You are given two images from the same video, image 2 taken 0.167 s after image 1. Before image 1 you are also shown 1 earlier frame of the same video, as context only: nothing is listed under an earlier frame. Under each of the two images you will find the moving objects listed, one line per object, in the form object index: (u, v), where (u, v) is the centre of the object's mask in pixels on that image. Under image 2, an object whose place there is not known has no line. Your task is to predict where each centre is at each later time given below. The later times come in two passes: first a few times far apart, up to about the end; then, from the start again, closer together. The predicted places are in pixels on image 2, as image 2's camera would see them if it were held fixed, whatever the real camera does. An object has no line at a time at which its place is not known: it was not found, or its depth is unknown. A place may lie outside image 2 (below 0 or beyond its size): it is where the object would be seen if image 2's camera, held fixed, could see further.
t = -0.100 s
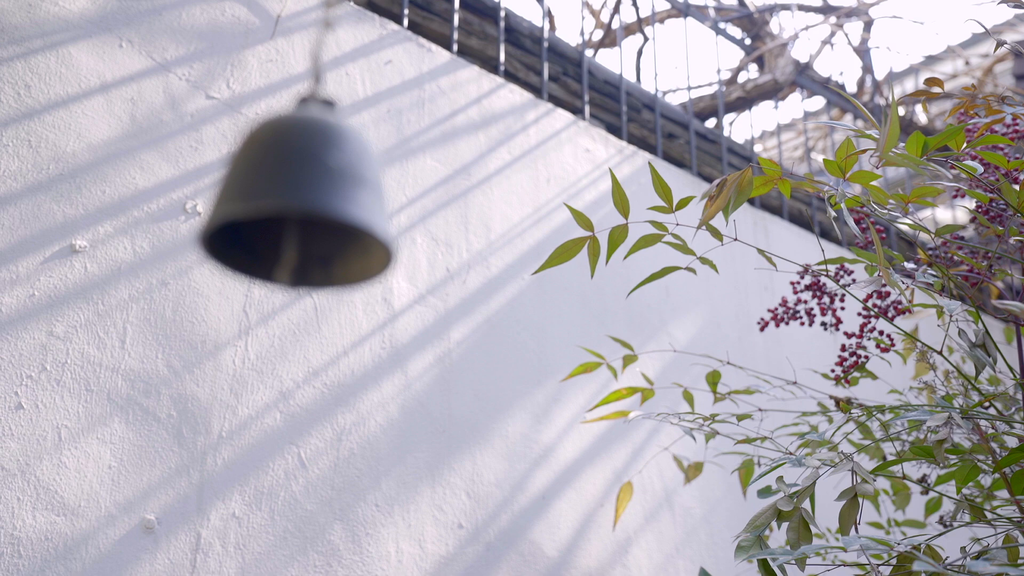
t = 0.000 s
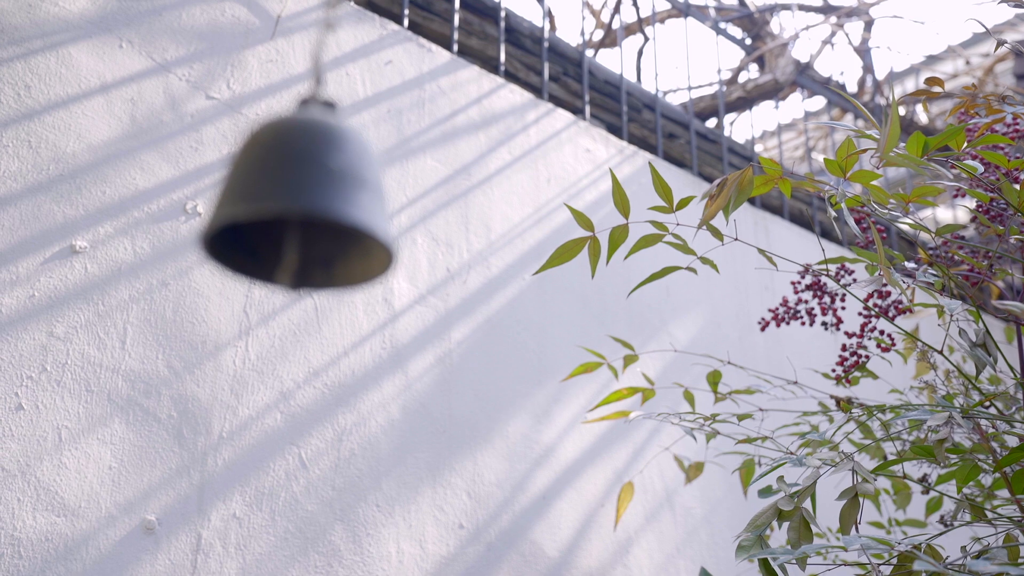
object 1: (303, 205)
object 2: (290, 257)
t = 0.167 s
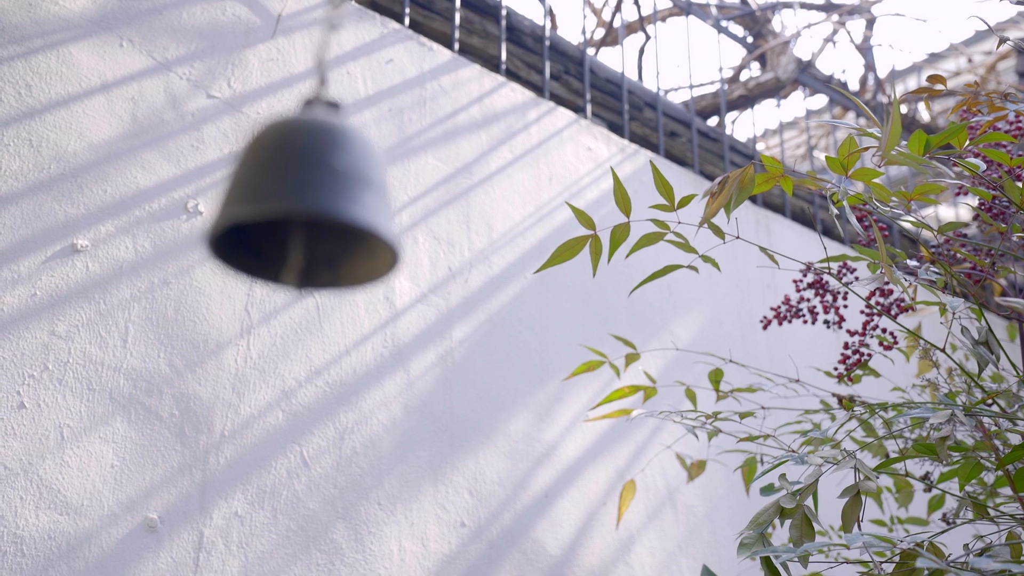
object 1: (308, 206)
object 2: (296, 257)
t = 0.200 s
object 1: (309, 206)
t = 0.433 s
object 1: (315, 209)
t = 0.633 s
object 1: (318, 207)
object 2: (308, 261)
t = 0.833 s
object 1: (318, 202)
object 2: (308, 257)
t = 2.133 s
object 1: (293, 199)
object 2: (287, 251)
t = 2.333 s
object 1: (300, 204)
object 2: (294, 256)
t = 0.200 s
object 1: (309, 206)
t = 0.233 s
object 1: (310, 206)
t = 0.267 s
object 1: (311, 206)
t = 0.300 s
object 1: (312, 207)
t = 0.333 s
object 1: (312, 208)
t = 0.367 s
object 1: (314, 208)
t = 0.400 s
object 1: (314, 208)
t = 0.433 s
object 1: (315, 209)
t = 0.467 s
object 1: (316, 209)
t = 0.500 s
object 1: (317, 209)
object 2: (307, 262)
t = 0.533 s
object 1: (317, 209)
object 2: (307, 261)
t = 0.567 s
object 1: (317, 208)
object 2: (307, 262)
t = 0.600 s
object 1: (318, 207)
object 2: (308, 262)
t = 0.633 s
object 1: (318, 207)
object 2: (308, 261)
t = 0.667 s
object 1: (319, 206)
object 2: (308, 262)
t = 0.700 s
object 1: (319, 205)
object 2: (309, 261)
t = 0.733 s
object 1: (319, 205)
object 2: (308, 260)
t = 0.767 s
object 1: (318, 204)
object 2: (308, 258)
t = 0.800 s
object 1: (318, 203)
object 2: (308, 257)
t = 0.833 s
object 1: (318, 202)
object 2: (308, 257)
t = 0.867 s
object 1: (317, 201)
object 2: (307, 256)
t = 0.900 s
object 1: (316, 201)
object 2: (306, 255)
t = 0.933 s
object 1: (315, 199)
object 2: (305, 255)
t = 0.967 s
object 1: (314, 198)
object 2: (304, 254)
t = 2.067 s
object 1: (291, 196)
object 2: (284, 250)
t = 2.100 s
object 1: (292, 198)
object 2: (285, 251)
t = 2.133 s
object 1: (293, 199)
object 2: (287, 251)
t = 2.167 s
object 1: (294, 200)
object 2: (288, 253)
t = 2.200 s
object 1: (295, 200)
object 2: (288, 254)
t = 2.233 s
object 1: (297, 201)
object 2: (291, 254)
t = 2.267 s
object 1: (298, 202)
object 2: (291, 256)
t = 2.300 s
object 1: (299, 203)
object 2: (293, 256)
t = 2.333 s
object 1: (300, 204)
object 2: (294, 256)
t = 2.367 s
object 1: (302, 205)
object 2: (296, 259)
